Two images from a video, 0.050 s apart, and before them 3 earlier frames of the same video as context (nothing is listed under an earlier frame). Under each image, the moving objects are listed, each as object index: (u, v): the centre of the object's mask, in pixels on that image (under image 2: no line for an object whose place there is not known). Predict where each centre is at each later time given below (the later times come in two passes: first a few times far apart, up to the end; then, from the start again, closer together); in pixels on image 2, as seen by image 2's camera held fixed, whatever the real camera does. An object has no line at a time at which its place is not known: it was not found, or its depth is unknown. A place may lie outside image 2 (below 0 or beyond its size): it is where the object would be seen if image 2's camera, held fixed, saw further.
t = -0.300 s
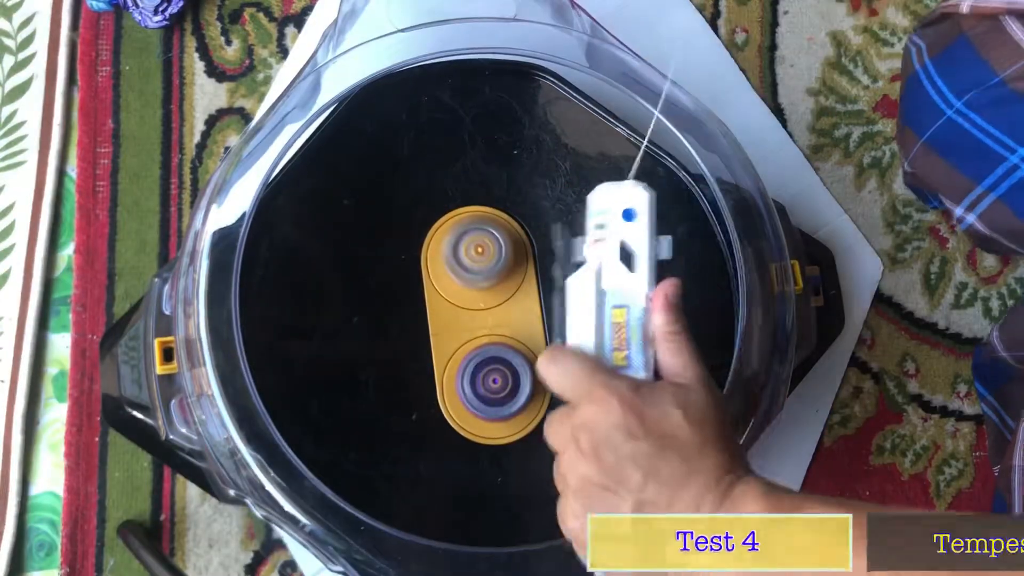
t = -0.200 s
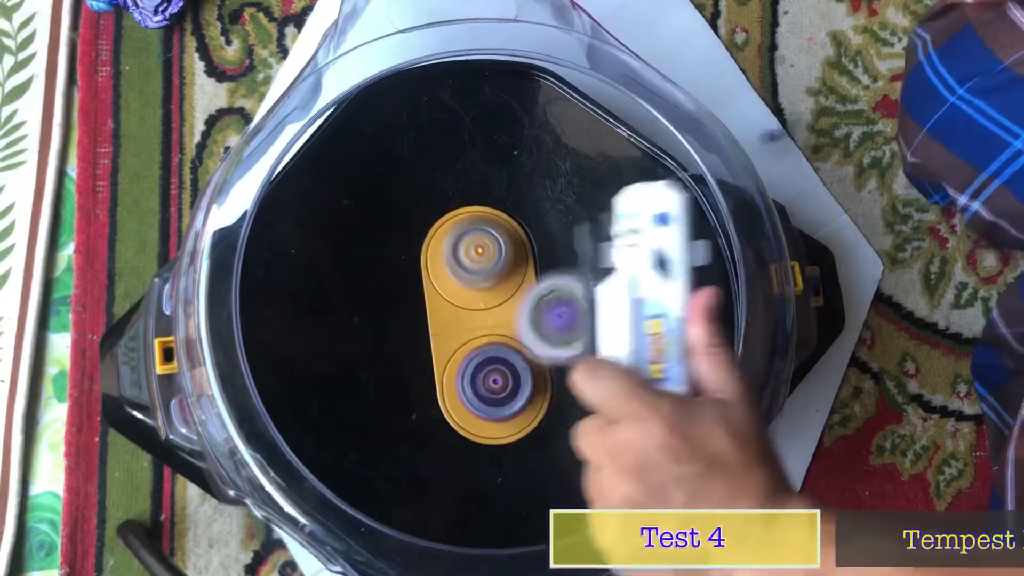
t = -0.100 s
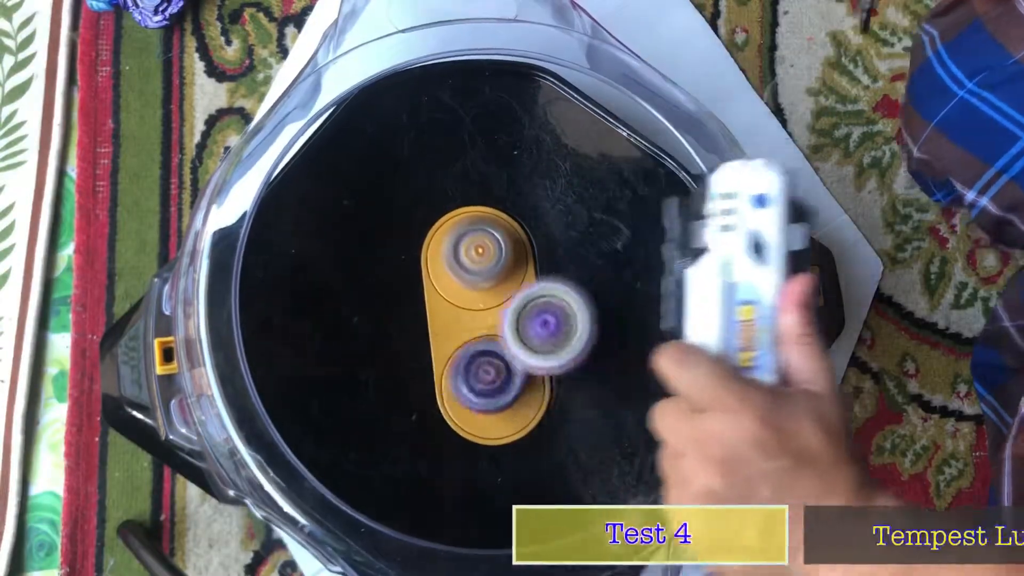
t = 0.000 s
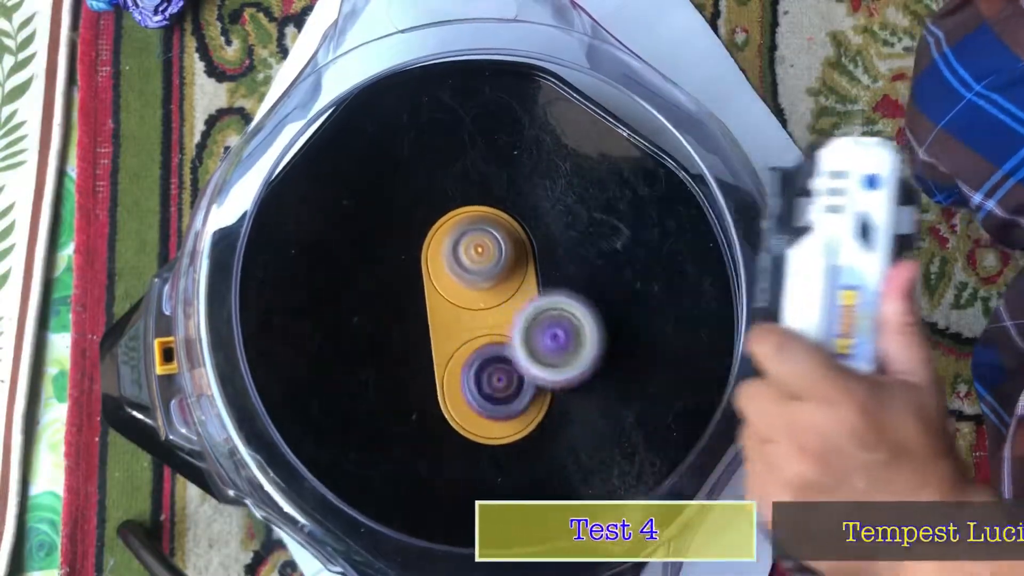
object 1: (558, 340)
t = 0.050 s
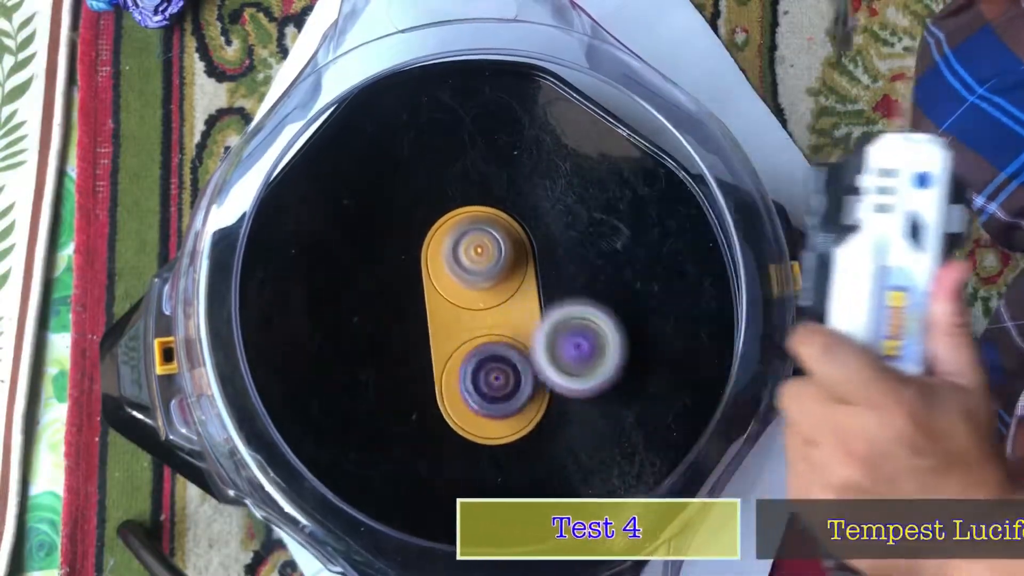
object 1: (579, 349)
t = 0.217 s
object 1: (620, 354)
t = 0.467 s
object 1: (572, 302)
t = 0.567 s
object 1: (544, 311)
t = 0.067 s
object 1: (587, 351)
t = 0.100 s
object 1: (598, 353)
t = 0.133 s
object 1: (608, 357)
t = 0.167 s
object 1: (615, 357)
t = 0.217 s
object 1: (620, 354)
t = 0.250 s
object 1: (621, 350)
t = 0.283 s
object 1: (620, 343)
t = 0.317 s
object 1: (618, 336)
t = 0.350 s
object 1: (612, 327)
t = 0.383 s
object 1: (603, 319)
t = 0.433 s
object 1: (586, 307)
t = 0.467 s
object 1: (572, 302)
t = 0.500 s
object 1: (552, 297)
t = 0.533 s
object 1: (540, 300)
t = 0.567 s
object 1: (544, 311)
